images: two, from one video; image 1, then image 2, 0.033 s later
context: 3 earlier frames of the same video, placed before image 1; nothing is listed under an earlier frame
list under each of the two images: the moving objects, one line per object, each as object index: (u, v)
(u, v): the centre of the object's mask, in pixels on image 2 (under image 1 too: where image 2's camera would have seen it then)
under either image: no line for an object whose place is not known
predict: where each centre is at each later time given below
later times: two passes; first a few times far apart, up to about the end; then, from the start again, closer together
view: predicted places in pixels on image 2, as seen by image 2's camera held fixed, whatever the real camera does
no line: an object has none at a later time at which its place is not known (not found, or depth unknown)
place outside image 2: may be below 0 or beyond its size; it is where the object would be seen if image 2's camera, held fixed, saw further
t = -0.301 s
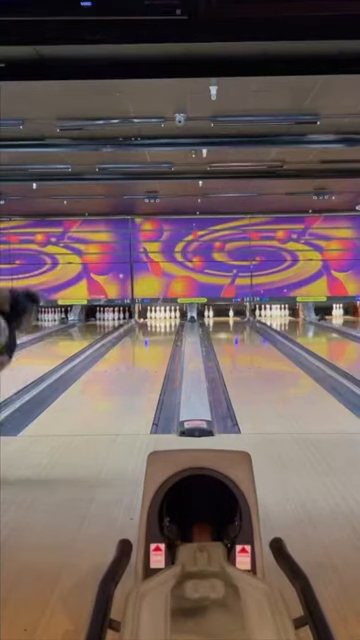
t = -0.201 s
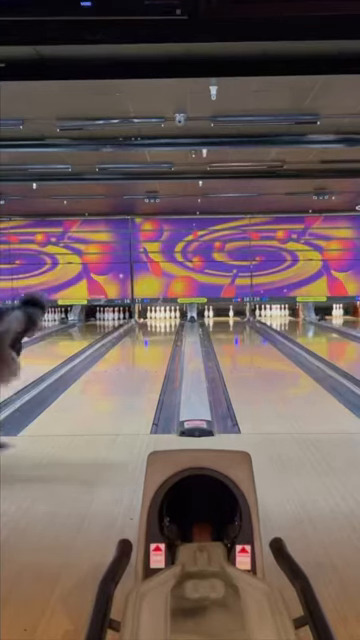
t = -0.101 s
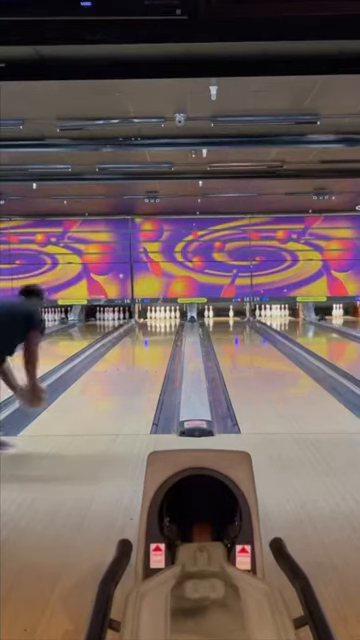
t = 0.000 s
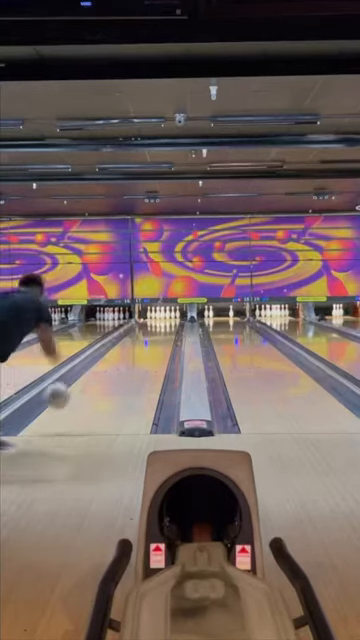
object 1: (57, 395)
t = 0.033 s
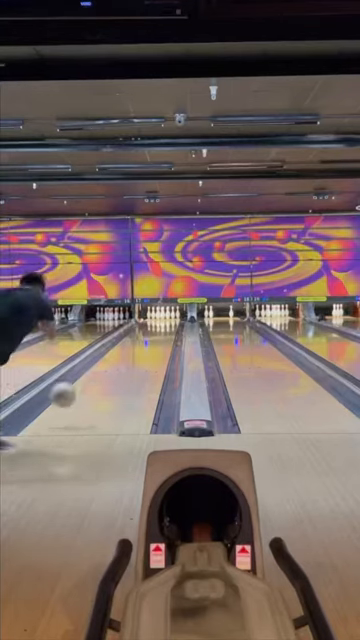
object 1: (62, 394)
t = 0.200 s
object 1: (89, 394)
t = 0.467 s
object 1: (115, 373)
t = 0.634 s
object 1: (126, 362)
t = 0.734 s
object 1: (133, 358)
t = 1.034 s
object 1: (147, 346)
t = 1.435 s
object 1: (158, 334)
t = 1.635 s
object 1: (163, 329)
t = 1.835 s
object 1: (165, 326)
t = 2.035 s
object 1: (167, 326)
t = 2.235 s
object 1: (167, 327)
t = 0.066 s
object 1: (69, 394)
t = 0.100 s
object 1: (74, 397)
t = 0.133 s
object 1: (79, 401)
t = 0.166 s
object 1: (84, 399)
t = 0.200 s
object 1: (89, 394)
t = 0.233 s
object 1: (93, 391)
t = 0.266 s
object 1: (96, 390)
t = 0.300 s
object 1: (100, 385)
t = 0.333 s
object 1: (103, 384)
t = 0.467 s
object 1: (115, 373)
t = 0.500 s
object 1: (118, 371)
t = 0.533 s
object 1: (121, 368)
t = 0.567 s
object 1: (124, 366)
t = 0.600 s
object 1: (125, 364)
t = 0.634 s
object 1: (126, 362)
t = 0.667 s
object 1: (129, 361)
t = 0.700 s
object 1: (131, 359)
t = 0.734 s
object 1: (133, 358)
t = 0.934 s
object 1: (142, 349)
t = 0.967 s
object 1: (144, 347)
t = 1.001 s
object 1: (144, 347)
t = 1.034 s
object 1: (147, 346)
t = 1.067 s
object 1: (148, 344)
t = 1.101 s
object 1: (149, 342)
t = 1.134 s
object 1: (149, 342)
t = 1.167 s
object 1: (151, 341)
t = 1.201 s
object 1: (153, 338)
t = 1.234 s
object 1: (154, 336)
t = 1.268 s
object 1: (155, 335)
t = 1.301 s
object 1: (156, 335)
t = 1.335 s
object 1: (156, 335)
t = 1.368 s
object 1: (157, 334)
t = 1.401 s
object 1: (158, 334)
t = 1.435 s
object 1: (158, 334)
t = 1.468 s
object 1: (160, 332)
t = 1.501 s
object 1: (160, 332)
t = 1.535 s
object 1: (161, 331)
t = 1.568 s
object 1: (162, 331)
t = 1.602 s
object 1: (163, 330)
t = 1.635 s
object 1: (163, 329)
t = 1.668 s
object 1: (163, 327)
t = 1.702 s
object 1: (163, 327)
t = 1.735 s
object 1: (165, 328)
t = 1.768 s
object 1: (164, 327)
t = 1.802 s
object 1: (165, 326)
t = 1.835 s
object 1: (165, 326)
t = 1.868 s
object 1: (166, 326)
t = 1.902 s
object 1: (166, 326)
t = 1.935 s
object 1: (167, 326)
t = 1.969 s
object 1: (167, 326)
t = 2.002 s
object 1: (167, 326)
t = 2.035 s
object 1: (167, 326)
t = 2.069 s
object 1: (167, 326)
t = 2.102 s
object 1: (167, 326)
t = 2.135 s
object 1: (167, 326)
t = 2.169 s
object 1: (167, 326)
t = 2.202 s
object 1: (167, 326)
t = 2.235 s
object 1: (167, 327)
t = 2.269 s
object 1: (167, 327)
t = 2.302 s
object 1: (167, 327)
